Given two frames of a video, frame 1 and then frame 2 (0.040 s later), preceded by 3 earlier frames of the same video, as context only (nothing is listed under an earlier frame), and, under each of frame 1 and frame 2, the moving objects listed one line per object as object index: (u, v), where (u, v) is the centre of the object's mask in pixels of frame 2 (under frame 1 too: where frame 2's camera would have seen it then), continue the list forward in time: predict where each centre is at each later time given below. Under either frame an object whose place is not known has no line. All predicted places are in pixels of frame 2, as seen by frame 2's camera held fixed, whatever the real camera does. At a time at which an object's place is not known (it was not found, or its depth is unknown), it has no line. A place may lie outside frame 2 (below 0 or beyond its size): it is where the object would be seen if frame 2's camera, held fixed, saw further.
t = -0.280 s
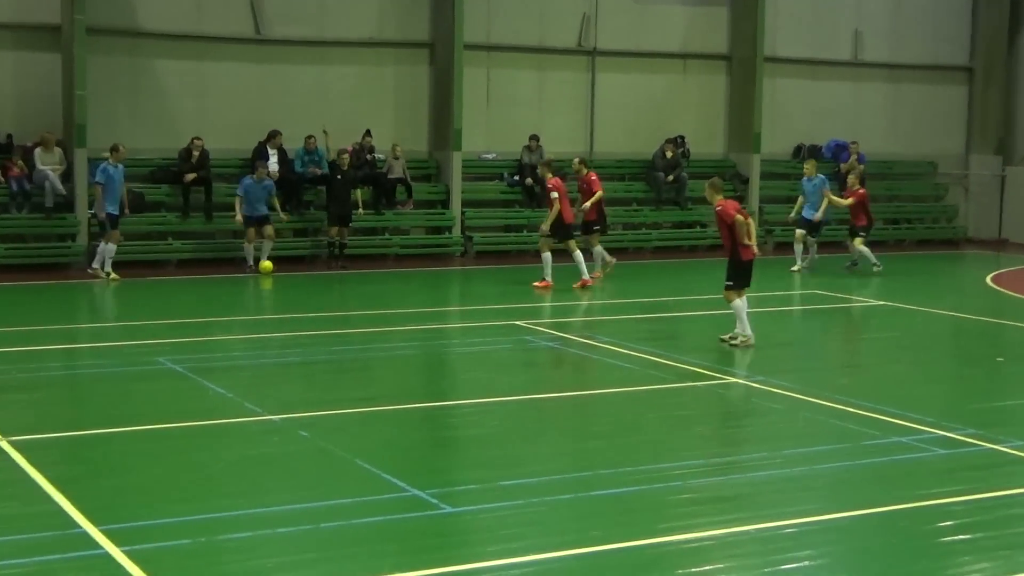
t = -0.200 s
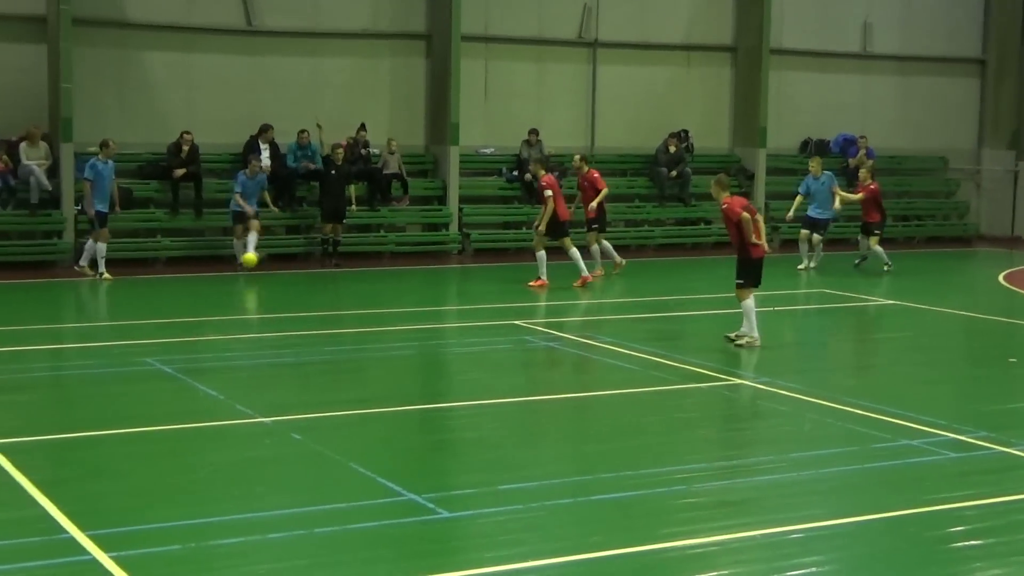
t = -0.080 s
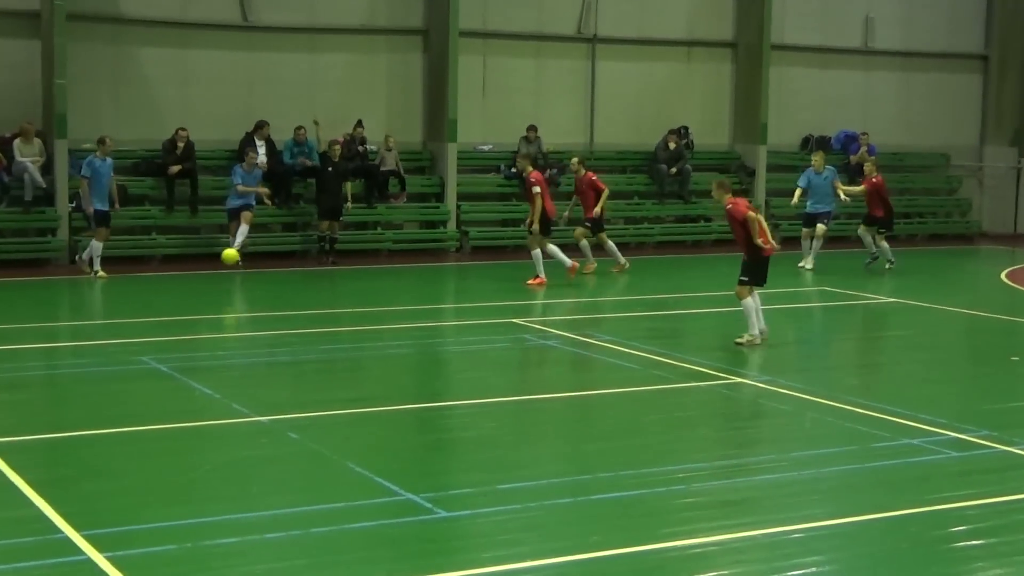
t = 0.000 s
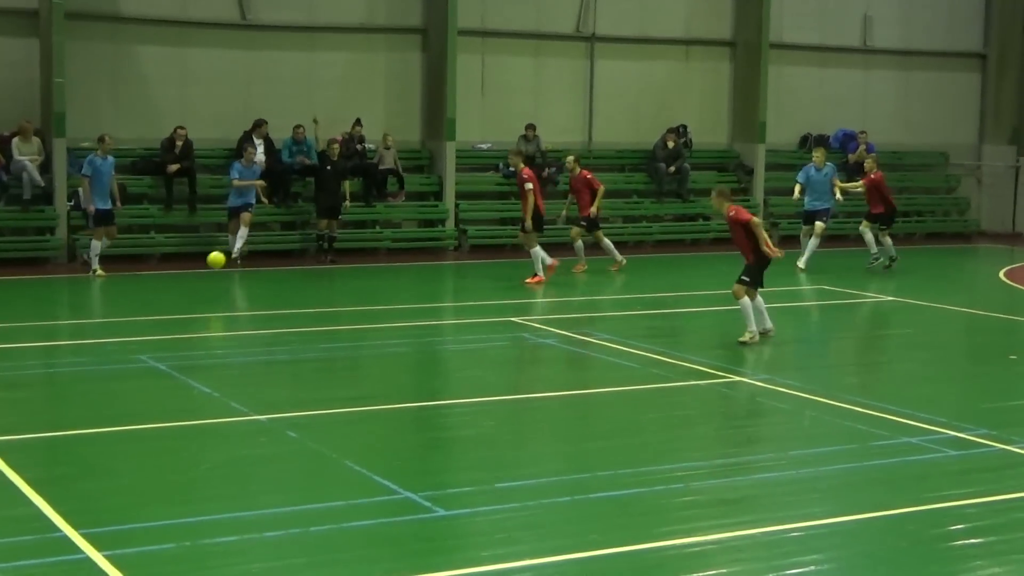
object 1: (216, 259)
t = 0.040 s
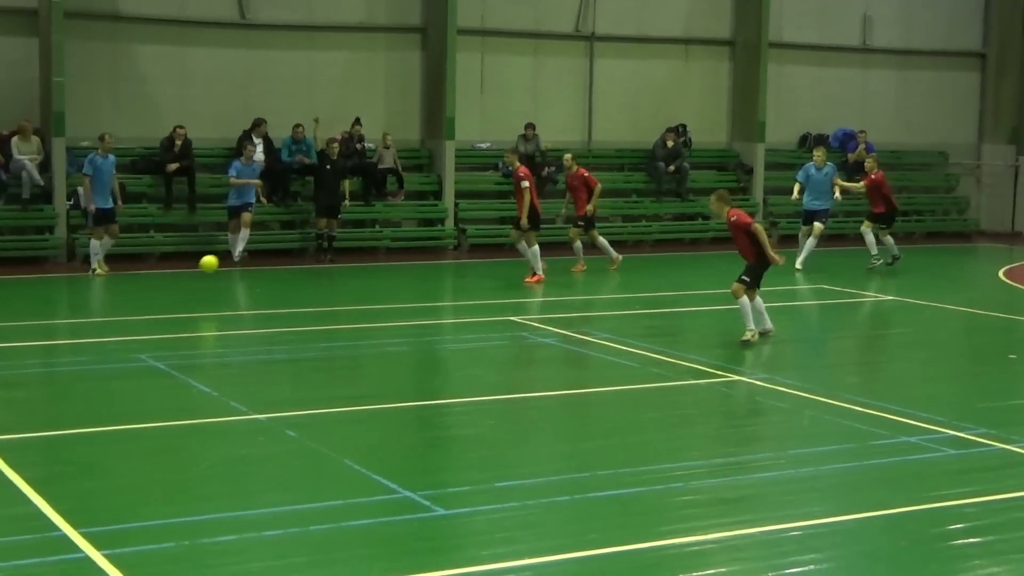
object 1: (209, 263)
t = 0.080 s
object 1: (201, 269)
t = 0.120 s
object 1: (194, 276)
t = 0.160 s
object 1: (187, 287)
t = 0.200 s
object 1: (180, 301)
